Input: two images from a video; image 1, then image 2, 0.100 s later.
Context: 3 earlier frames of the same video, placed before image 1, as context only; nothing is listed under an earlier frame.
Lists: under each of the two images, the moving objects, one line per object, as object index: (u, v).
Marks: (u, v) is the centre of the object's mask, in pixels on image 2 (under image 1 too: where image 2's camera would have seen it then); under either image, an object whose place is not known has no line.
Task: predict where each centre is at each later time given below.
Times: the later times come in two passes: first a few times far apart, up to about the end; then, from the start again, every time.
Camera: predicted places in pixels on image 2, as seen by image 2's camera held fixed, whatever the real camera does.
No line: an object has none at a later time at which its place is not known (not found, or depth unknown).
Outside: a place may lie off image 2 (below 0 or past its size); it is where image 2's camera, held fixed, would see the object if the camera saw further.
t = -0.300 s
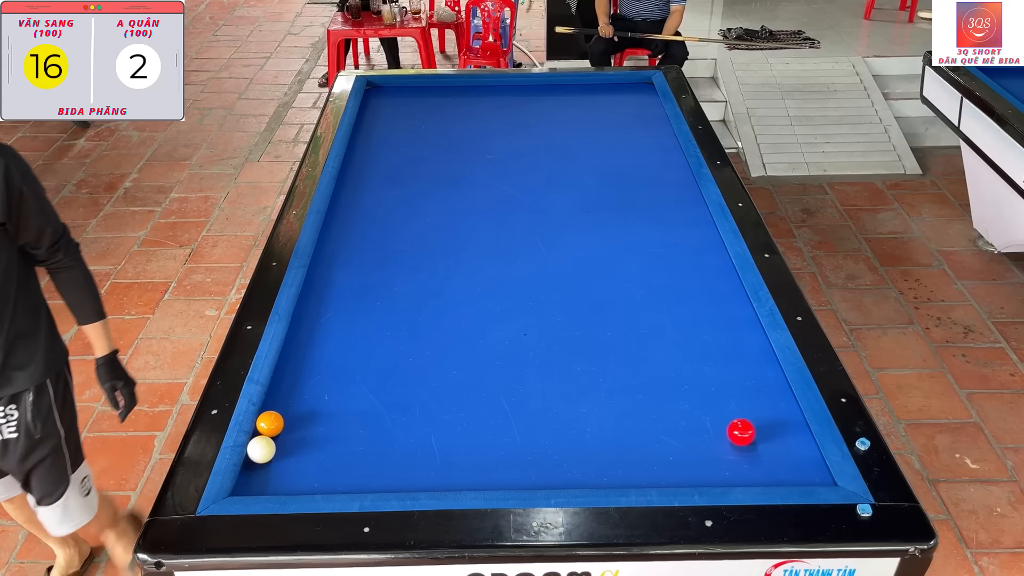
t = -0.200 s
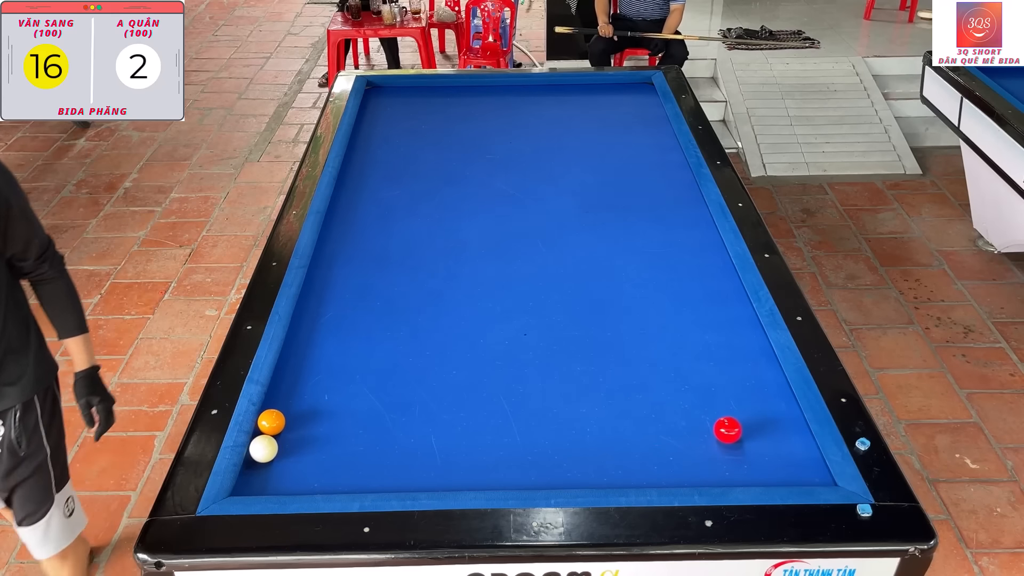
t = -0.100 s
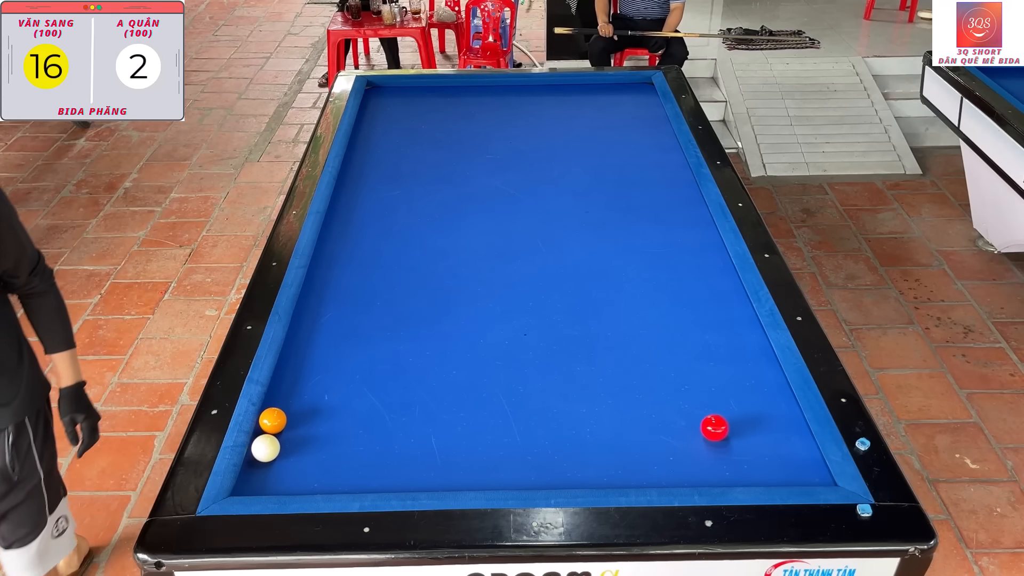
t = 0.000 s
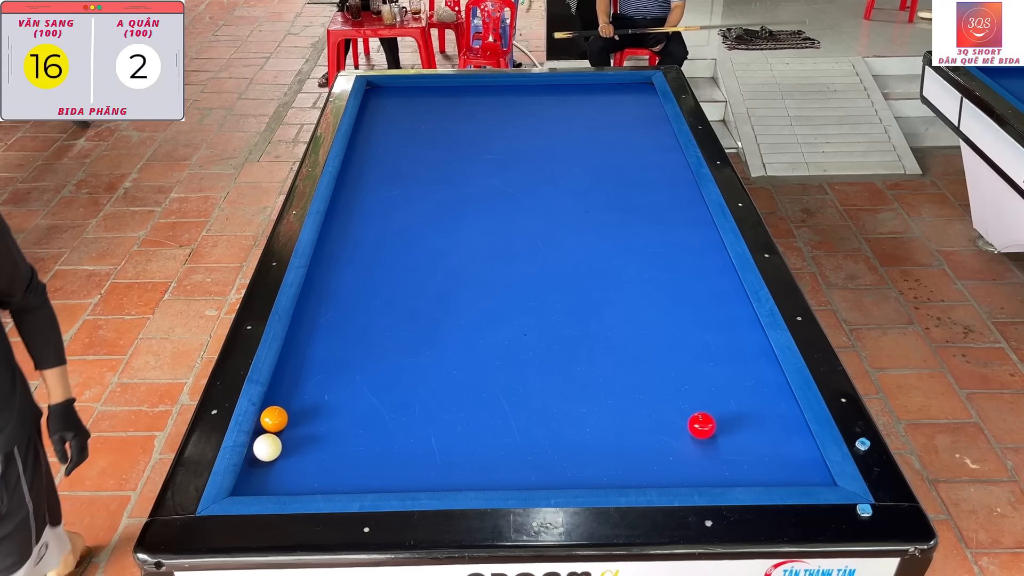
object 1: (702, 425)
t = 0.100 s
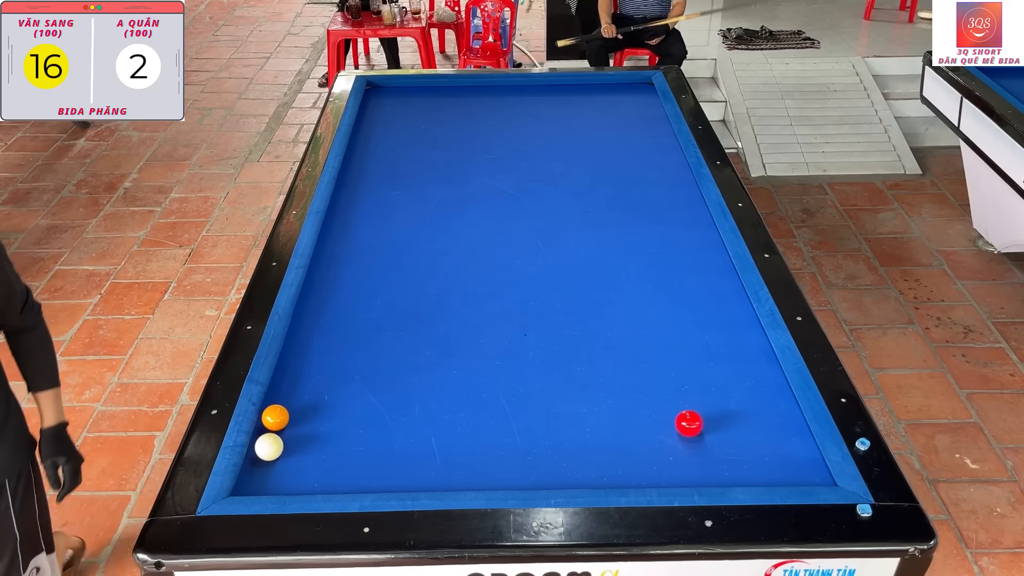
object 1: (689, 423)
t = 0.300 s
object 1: (664, 419)
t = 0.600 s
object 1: (630, 414)
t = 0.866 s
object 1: (600, 409)
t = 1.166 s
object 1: (569, 403)
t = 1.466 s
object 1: (540, 399)
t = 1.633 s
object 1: (525, 396)
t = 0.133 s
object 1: (685, 423)
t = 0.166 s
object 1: (681, 422)
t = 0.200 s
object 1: (677, 421)
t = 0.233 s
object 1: (672, 421)
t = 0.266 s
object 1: (669, 420)
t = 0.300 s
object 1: (664, 419)
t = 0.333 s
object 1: (661, 419)
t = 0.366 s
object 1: (657, 418)
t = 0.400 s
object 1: (653, 417)
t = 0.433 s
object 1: (649, 417)
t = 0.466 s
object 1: (645, 416)
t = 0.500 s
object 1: (641, 415)
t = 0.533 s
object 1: (637, 415)
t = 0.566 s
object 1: (633, 414)
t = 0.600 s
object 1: (630, 414)
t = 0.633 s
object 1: (626, 413)
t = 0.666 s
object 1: (622, 412)
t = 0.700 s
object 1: (618, 412)
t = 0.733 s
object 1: (615, 411)
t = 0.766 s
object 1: (611, 410)
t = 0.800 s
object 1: (607, 410)
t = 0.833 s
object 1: (604, 409)
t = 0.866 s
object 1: (600, 409)
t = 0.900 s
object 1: (597, 408)
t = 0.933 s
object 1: (593, 408)
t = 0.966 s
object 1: (590, 407)
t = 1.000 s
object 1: (586, 407)
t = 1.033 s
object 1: (583, 406)
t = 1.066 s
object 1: (579, 405)
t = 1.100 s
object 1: (576, 405)
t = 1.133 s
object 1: (573, 404)
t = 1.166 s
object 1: (569, 403)
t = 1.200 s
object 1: (566, 403)
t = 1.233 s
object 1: (563, 403)
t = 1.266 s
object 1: (559, 402)
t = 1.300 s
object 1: (556, 402)
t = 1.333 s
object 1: (553, 401)
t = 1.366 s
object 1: (550, 401)
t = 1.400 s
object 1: (546, 400)
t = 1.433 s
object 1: (543, 400)
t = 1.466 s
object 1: (540, 399)
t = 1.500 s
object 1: (537, 398)
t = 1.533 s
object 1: (534, 398)
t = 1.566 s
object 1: (531, 397)
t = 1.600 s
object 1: (528, 397)
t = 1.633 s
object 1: (525, 396)
